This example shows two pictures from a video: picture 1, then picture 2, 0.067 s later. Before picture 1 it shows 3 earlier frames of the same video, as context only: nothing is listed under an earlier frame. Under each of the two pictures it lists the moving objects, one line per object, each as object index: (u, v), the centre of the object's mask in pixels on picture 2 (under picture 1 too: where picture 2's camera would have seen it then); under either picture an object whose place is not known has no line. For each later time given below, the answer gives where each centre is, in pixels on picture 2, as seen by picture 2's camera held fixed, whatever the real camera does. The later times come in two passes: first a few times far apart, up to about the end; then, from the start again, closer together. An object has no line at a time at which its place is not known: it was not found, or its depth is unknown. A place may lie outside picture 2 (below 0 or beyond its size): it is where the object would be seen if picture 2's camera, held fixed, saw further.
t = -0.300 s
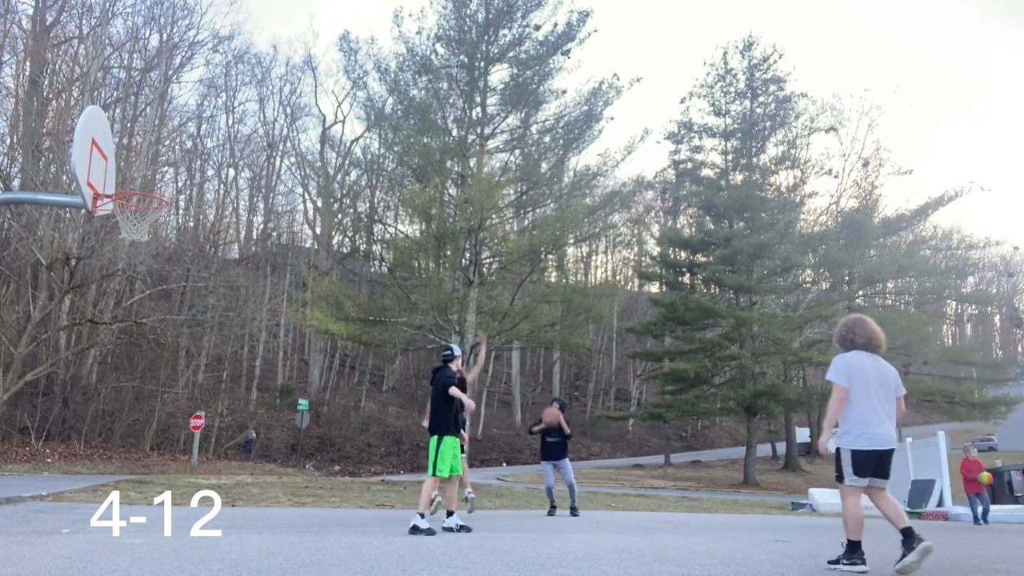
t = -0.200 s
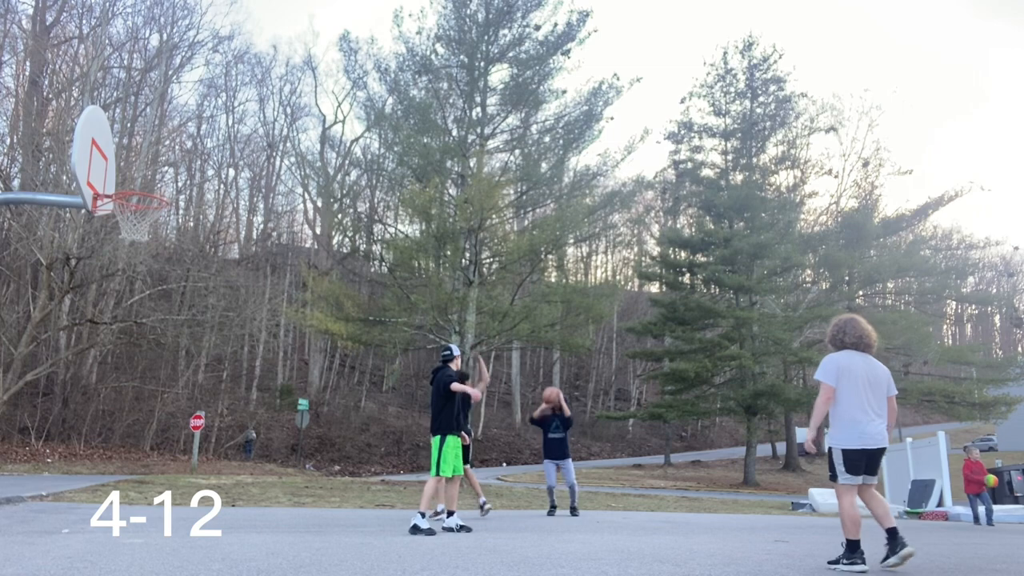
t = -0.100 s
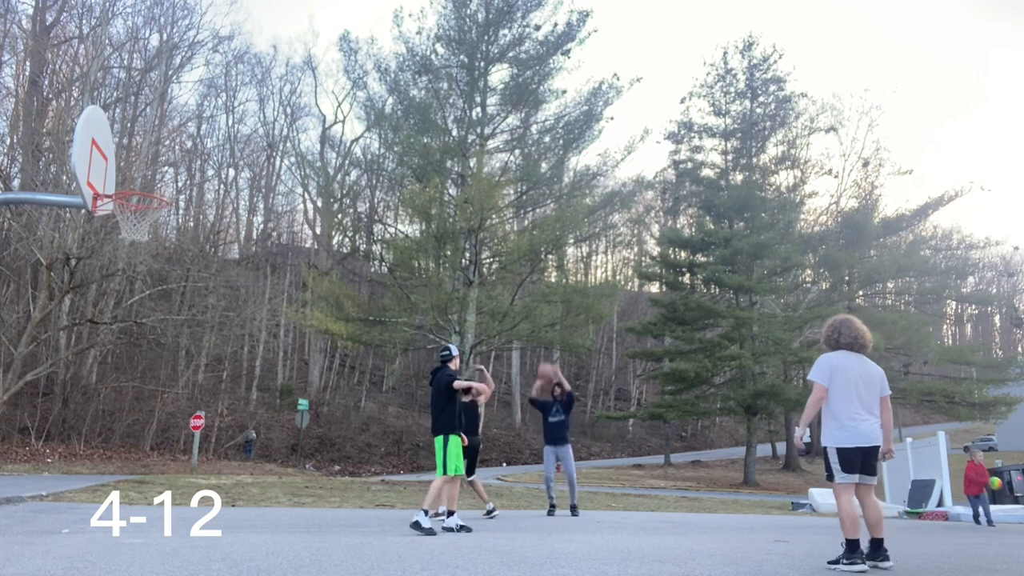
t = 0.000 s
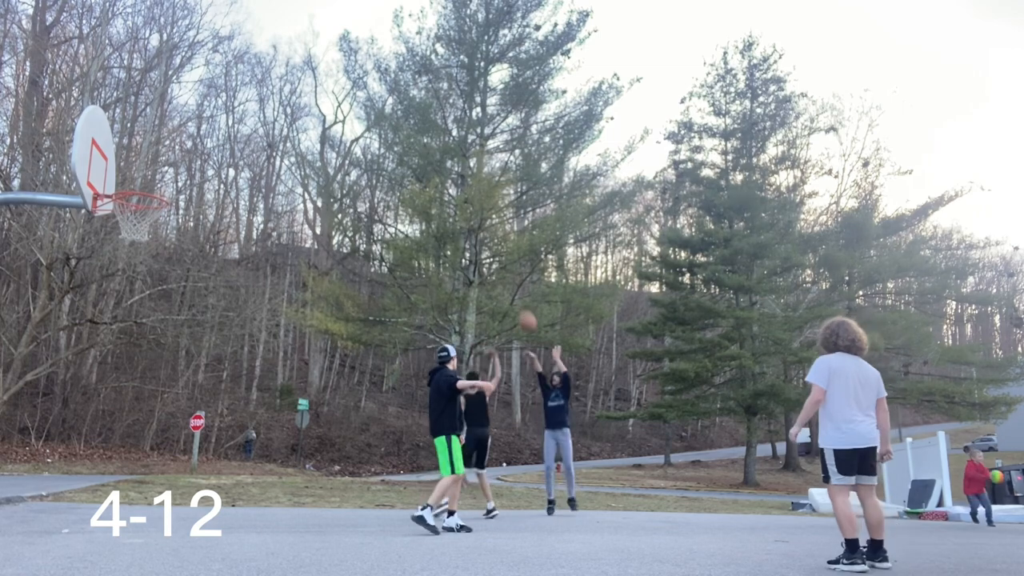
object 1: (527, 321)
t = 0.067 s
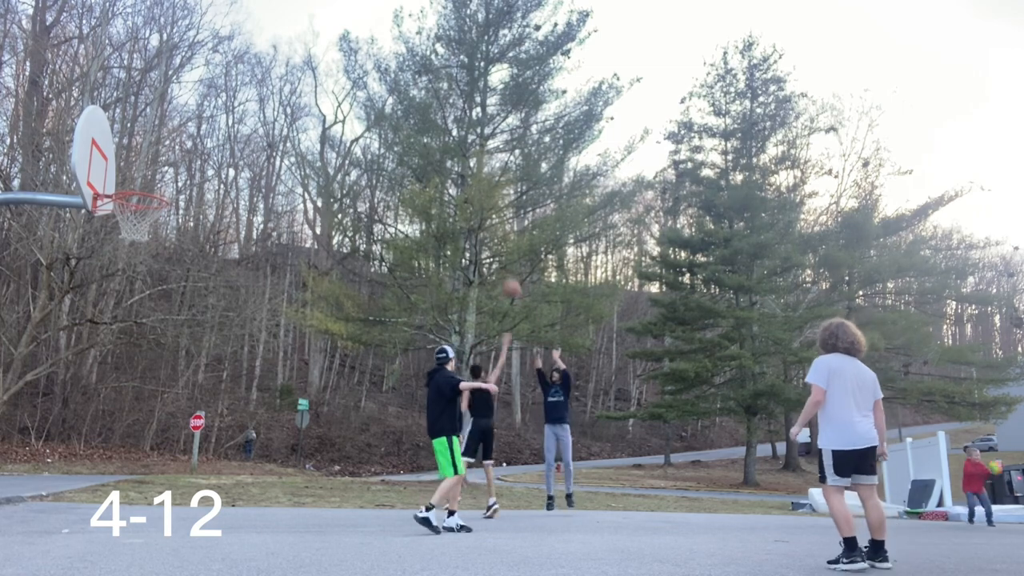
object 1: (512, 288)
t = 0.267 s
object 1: (464, 208)
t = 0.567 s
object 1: (385, 136)
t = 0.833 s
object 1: (300, 124)
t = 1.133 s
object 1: (186, 185)
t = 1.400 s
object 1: (199, 139)
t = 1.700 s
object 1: (228, 132)
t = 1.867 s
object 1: (240, 160)
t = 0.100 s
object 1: (504, 274)
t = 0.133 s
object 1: (496, 259)
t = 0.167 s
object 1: (488, 245)
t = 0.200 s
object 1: (479, 232)
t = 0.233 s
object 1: (471, 220)
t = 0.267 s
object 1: (464, 208)
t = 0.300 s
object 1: (455, 197)
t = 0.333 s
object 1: (446, 186)
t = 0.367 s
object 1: (437, 177)
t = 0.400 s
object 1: (429, 169)
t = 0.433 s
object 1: (420, 161)
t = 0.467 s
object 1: (412, 153)
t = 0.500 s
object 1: (403, 147)
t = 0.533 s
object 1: (393, 142)
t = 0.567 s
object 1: (385, 136)
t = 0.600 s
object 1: (376, 131)
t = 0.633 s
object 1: (364, 128)
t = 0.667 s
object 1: (354, 125)
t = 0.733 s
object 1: (334, 122)
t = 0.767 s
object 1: (323, 122)
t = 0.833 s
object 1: (300, 124)
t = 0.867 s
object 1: (290, 127)
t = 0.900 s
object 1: (278, 131)
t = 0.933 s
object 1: (266, 135)
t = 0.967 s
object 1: (253, 141)
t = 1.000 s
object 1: (240, 148)
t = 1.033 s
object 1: (227, 155)
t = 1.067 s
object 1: (214, 163)
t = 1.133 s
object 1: (186, 185)
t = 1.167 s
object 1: (172, 196)
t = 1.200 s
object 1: (172, 191)
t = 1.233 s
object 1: (178, 179)
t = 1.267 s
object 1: (181, 169)
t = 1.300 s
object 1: (186, 160)
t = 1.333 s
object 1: (190, 151)
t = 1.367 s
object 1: (194, 145)
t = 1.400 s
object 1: (199, 139)
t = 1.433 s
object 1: (203, 135)
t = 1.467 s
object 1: (207, 130)
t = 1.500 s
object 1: (209, 128)
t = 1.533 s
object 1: (212, 126)
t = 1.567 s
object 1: (216, 125)
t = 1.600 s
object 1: (219, 125)
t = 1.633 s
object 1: (222, 126)
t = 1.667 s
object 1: (225, 129)
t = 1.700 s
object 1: (228, 132)
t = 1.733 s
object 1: (231, 136)
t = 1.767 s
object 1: (233, 141)
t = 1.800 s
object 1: (236, 147)
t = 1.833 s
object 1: (239, 152)
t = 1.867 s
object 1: (240, 160)
